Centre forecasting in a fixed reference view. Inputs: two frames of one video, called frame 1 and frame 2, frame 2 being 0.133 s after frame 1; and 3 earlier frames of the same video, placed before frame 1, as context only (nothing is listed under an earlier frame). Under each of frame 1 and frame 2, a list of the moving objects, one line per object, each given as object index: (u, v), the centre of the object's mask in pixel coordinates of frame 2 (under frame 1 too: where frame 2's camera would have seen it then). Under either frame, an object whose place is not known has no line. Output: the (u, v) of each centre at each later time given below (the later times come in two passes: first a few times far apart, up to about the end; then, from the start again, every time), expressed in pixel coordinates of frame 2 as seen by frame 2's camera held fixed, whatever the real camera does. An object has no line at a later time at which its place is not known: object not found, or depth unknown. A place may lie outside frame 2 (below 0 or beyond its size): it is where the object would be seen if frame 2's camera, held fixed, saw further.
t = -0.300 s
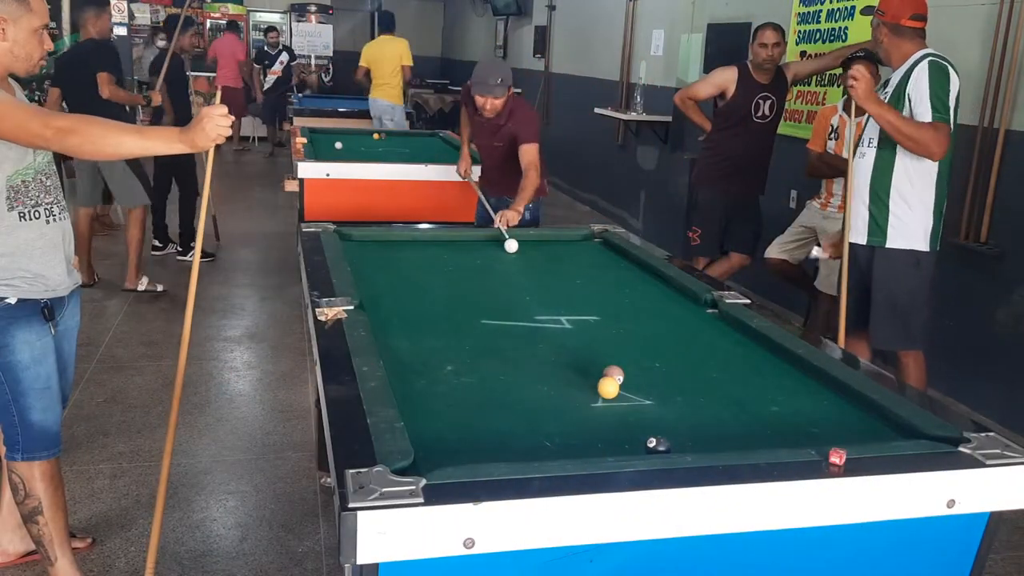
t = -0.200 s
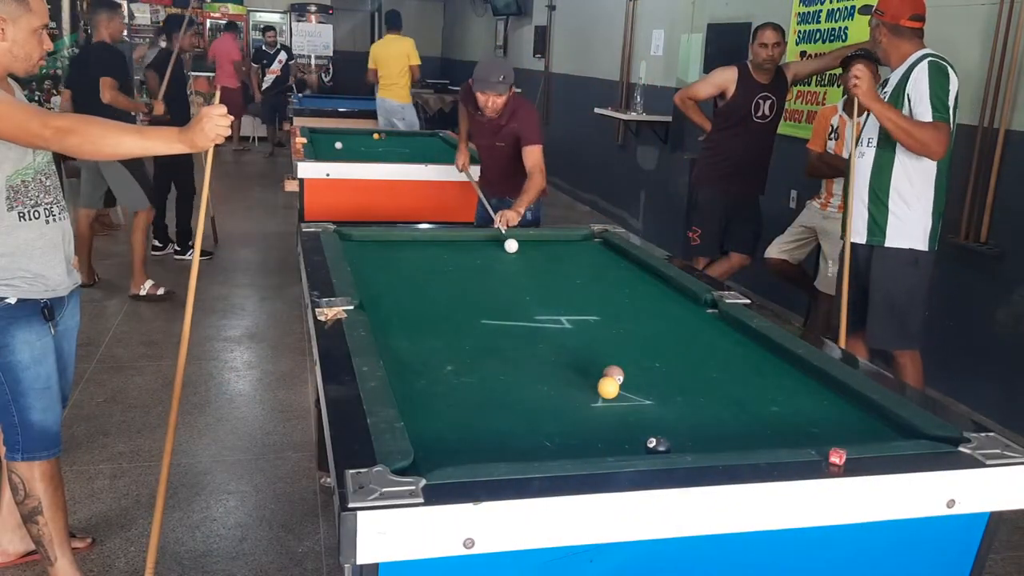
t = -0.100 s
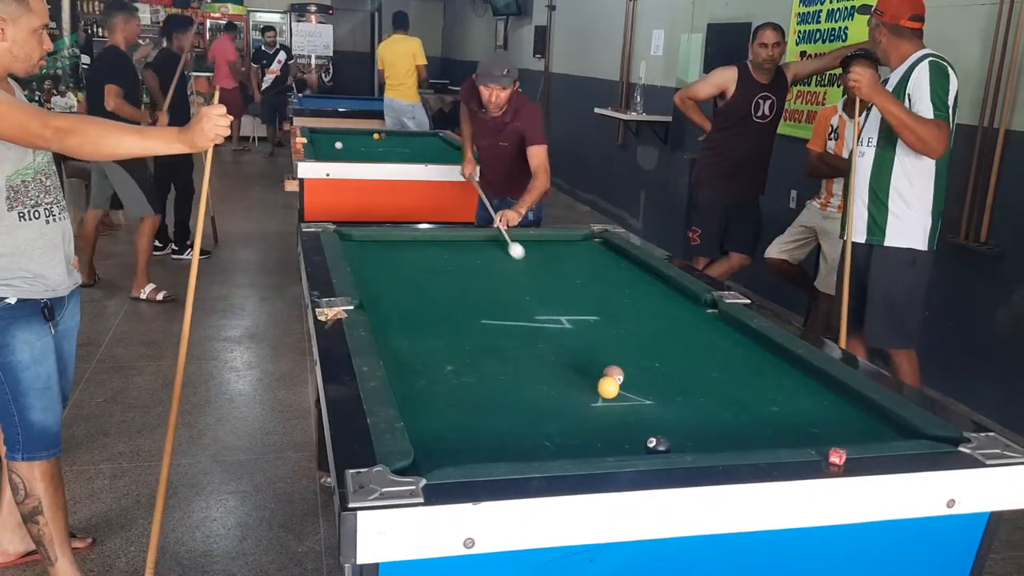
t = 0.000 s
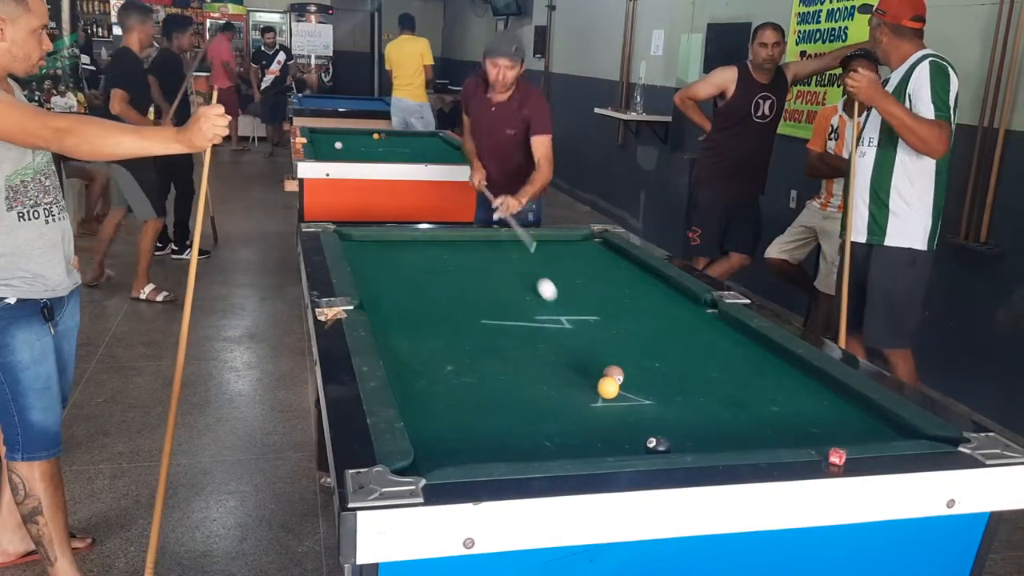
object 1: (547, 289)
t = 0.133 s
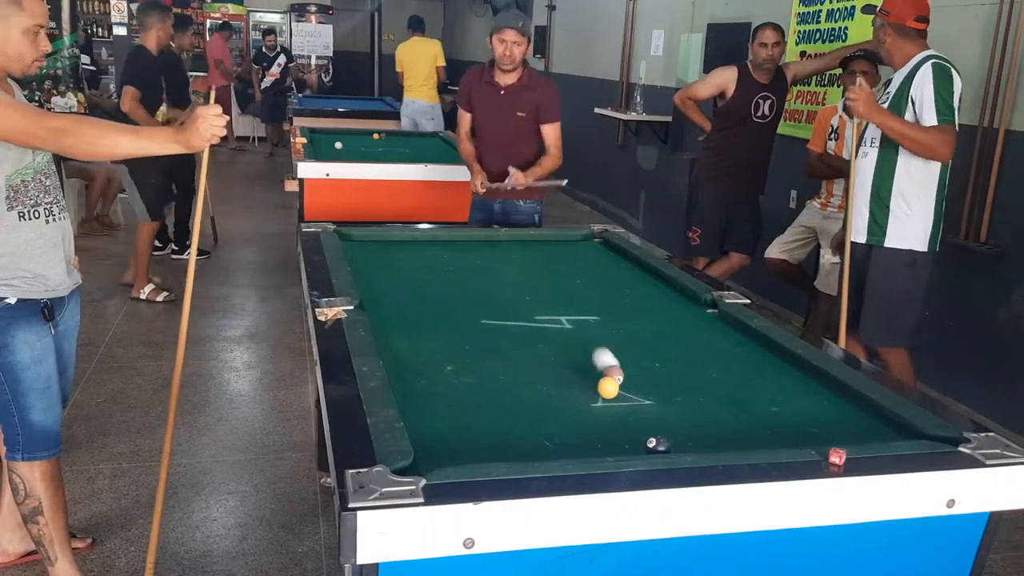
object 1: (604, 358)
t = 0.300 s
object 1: (667, 397)
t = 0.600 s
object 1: (735, 421)
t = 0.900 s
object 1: (716, 372)
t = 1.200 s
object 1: (702, 336)
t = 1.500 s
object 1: (692, 309)
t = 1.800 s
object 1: (671, 288)
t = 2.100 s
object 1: (635, 273)
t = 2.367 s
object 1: (618, 276)
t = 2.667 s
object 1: (599, 277)
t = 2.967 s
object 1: (583, 279)
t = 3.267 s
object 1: (568, 280)
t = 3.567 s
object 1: (557, 281)
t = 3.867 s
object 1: (547, 282)
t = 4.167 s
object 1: (540, 283)
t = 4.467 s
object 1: (536, 283)
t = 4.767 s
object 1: (535, 283)
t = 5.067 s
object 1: (535, 283)
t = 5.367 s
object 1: (535, 283)
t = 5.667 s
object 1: (535, 283)
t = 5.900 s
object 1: (535, 283)
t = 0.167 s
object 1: (617, 366)
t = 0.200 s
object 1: (630, 373)
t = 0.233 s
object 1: (642, 383)
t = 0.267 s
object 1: (654, 389)
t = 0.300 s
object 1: (667, 397)
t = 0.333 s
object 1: (680, 406)
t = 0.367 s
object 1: (694, 414)
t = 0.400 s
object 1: (709, 423)
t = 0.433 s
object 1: (723, 431)
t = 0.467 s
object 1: (739, 439)
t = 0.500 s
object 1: (746, 439)
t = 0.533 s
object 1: (742, 432)
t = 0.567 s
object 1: (738, 426)
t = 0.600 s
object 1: (735, 421)
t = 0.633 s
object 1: (733, 415)
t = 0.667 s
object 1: (731, 409)
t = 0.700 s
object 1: (729, 403)
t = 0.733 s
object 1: (726, 397)
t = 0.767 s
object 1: (724, 392)
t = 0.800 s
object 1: (722, 387)
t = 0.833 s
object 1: (720, 382)
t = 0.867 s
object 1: (718, 377)
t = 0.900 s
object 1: (716, 372)
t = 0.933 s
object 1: (715, 368)
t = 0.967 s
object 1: (713, 363)
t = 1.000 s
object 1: (711, 359)
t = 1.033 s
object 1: (710, 355)
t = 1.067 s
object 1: (708, 351)
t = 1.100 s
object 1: (707, 347)
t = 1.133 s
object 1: (705, 343)
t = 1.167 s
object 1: (704, 340)
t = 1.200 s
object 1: (702, 336)
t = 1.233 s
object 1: (701, 333)
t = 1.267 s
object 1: (700, 329)
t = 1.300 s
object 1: (699, 326)
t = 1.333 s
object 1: (697, 323)
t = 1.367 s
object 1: (696, 320)
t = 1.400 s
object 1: (695, 317)
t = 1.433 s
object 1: (694, 314)
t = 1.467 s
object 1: (693, 311)
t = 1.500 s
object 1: (692, 309)
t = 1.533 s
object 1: (691, 306)
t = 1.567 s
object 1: (690, 303)
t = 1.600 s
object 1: (690, 301)
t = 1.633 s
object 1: (689, 298)
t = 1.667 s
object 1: (688, 296)
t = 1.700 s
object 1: (684, 294)
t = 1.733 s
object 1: (680, 292)
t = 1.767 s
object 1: (675, 290)
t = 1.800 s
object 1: (671, 288)
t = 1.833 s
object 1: (667, 286)
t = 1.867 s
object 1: (662, 284)
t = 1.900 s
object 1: (658, 283)
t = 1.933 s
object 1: (654, 281)
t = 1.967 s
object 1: (650, 280)
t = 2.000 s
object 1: (646, 278)
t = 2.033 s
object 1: (642, 276)
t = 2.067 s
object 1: (639, 275)
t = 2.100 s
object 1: (635, 273)
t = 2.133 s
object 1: (632, 274)
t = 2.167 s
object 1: (631, 275)
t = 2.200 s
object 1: (628, 275)
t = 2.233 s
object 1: (626, 275)
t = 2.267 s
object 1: (624, 275)
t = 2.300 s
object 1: (622, 276)
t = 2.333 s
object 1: (620, 276)
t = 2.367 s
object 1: (618, 276)
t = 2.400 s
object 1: (616, 276)
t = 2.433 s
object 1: (614, 276)
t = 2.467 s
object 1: (611, 276)
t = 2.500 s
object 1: (609, 276)
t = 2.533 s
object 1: (607, 277)
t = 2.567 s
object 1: (605, 277)
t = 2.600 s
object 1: (603, 277)
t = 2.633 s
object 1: (601, 277)
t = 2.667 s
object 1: (599, 277)
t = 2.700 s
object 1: (597, 277)
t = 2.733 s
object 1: (595, 278)
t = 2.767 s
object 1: (593, 278)
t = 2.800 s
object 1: (592, 278)
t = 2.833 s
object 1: (590, 278)
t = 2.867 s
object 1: (588, 278)
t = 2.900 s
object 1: (586, 278)
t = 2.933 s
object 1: (584, 278)
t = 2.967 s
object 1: (583, 279)
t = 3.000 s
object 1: (581, 279)
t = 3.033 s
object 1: (579, 279)
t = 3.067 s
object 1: (578, 279)
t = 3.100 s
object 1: (576, 279)
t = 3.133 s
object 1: (574, 279)
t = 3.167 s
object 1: (573, 280)
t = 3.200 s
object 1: (571, 280)
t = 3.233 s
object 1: (570, 280)
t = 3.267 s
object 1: (568, 280)
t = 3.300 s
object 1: (567, 280)
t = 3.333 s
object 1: (566, 280)
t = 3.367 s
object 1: (564, 280)
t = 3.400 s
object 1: (563, 281)
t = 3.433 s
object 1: (562, 281)
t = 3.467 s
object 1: (560, 281)
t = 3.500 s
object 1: (559, 281)
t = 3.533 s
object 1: (558, 281)
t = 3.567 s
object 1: (557, 281)
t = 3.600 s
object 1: (555, 281)
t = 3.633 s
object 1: (554, 282)
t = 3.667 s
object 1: (553, 282)
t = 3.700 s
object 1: (552, 282)
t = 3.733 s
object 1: (551, 282)
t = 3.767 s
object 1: (550, 282)
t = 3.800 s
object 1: (549, 282)
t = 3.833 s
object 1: (548, 282)
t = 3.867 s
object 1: (547, 282)
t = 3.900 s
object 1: (546, 282)
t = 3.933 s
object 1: (545, 282)
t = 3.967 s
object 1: (545, 282)
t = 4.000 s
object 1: (544, 283)
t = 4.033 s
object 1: (543, 283)
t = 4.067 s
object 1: (542, 283)
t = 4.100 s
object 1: (541, 283)
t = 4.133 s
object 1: (541, 283)
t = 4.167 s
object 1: (540, 283)
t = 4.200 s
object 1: (539, 283)
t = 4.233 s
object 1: (539, 283)
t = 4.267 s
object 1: (538, 283)
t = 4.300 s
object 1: (538, 283)
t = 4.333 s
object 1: (537, 283)
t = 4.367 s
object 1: (537, 284)
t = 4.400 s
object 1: (537, 283)
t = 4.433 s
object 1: (536, 283)
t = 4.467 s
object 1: (536, 283)
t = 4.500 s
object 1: (536, 283)
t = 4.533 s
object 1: (535, 283)
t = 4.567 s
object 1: (535, 283)
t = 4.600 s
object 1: (535, 284)
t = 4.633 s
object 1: (535, 284)
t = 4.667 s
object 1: (535, 284)
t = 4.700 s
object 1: (535, 284)
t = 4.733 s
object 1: (535, 283)
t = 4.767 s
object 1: (535, 283)
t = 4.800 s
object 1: (535, 283)
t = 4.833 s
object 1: (535, 283)
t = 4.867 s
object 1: (535, 284)
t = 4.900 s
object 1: (535, 284)
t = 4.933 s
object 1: (535, 283)
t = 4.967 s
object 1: (535, 284)
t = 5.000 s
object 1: (535, 284)
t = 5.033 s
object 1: (535, 284)
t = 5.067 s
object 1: (535, 283)
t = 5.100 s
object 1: (535, 283)
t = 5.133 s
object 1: (535, 283)
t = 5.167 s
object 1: (535, 283)
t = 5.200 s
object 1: (535, 283)
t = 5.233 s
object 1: (535, 283)
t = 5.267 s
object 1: (535, 283)
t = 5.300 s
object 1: (535, 283)
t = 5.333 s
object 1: (535, 283)
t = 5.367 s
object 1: (535, 283)
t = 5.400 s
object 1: (535, 283)
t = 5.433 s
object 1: (535, 283)
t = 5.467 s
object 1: (535, 283)
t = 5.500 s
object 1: (535, 283)
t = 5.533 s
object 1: (535, 283)
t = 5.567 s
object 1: (535, 283)
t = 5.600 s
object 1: (535, 283)
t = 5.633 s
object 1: (535, 283)
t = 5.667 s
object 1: (535, 283)
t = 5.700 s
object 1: (535, 283)
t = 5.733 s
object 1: (535, 283)
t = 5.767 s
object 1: (535, 284)
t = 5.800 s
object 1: (535, 283)
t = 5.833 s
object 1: (535, 283)
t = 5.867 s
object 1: (535, 283)
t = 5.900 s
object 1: (535, 283)
